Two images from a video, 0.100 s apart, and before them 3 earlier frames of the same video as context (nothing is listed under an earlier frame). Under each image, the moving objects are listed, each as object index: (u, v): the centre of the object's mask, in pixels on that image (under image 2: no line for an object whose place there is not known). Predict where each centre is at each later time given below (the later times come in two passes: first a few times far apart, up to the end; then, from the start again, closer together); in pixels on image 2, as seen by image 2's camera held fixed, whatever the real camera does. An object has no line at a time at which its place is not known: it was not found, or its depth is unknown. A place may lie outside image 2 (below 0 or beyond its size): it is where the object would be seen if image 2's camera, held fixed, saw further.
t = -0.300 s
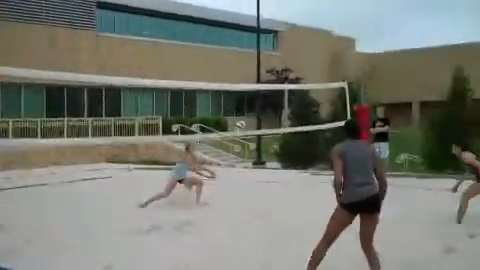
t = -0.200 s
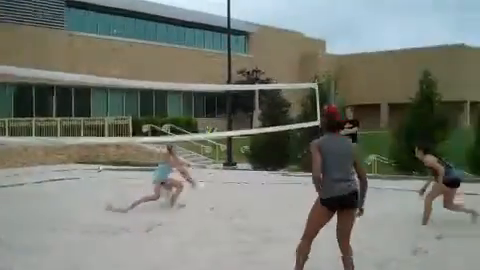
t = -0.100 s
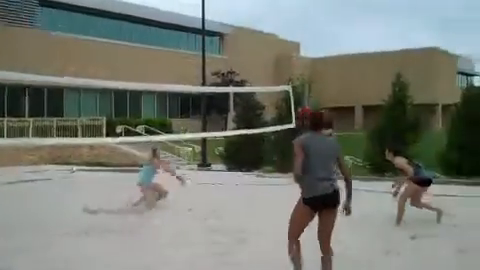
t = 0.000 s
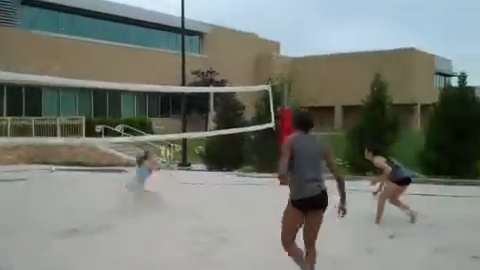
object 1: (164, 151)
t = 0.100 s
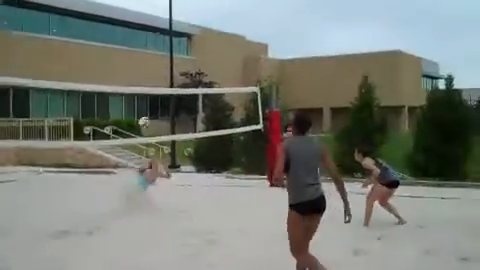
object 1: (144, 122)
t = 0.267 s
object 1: (127, 80)
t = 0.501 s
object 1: (102, 45)
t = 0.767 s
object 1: (75, 39)
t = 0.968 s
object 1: (54, 58)
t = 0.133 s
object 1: (141, 113)
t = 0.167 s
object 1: (137, 104)
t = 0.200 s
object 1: (134, 98)
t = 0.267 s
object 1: (127, 80)
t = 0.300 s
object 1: (123, 74)
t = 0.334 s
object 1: (120, 69)
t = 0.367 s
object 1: (117, 59)
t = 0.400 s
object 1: (113, 57)
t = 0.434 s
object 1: (110, 51)
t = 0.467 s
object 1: (107, 50)
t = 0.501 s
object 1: (102, 45)
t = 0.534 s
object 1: (98, 42)
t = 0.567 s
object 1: (95, 41)
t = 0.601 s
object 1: (92, 36)
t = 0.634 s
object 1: (88, 36)
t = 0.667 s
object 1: (84, 37)
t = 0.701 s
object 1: (80, 36)
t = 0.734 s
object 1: (78, 38)
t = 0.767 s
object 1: (75, 39)
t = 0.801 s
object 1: (75, 38)
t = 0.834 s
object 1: (68, 44)
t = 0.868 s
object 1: (63, 49)
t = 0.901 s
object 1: (61, 51)
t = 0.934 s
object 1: (57, 54)
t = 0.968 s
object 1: (54, 58)
